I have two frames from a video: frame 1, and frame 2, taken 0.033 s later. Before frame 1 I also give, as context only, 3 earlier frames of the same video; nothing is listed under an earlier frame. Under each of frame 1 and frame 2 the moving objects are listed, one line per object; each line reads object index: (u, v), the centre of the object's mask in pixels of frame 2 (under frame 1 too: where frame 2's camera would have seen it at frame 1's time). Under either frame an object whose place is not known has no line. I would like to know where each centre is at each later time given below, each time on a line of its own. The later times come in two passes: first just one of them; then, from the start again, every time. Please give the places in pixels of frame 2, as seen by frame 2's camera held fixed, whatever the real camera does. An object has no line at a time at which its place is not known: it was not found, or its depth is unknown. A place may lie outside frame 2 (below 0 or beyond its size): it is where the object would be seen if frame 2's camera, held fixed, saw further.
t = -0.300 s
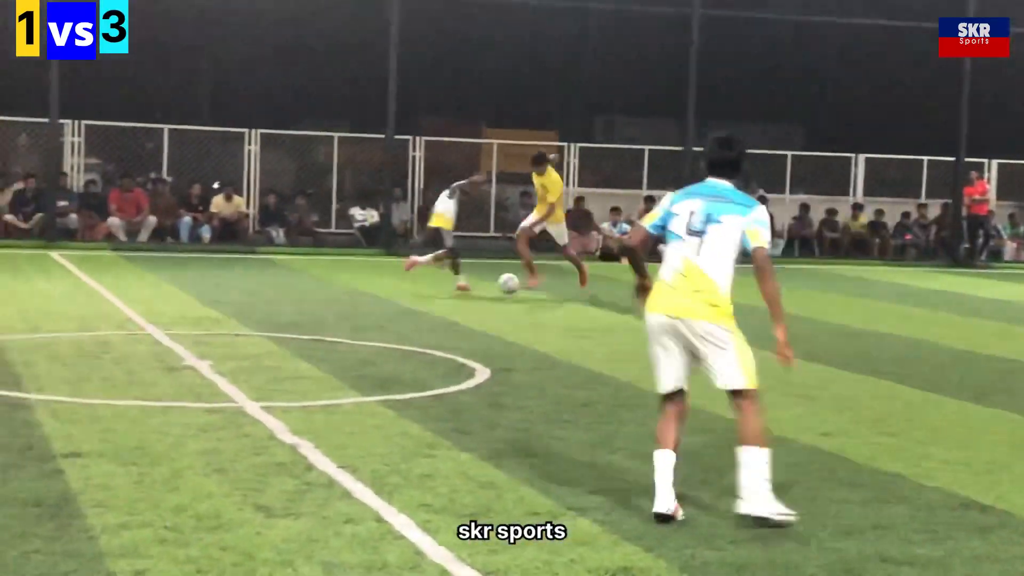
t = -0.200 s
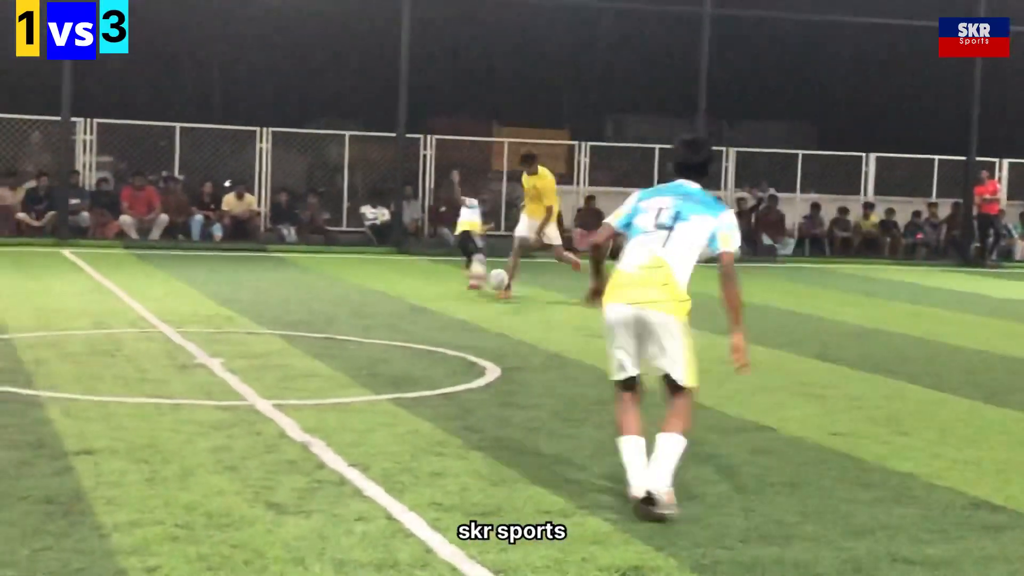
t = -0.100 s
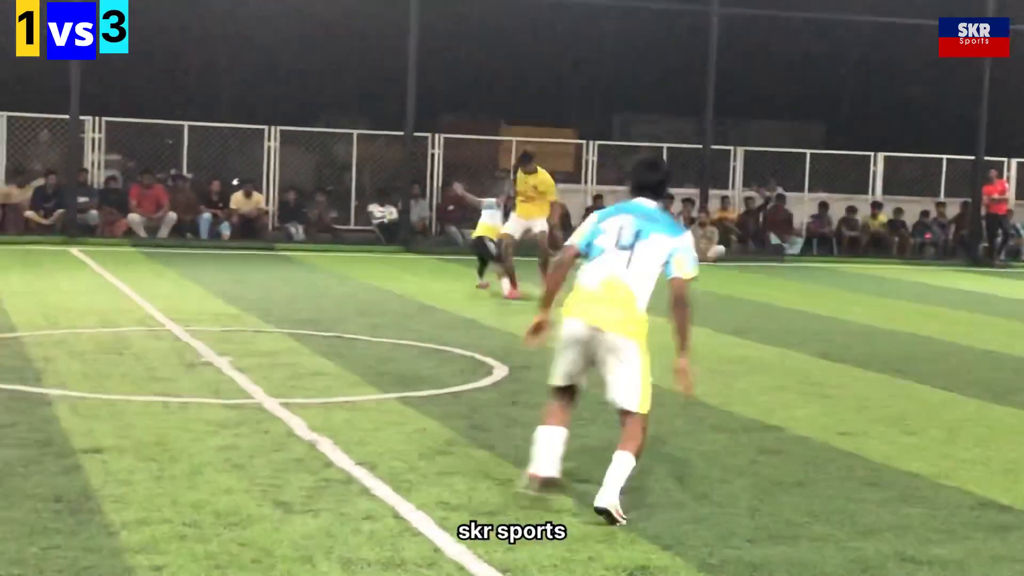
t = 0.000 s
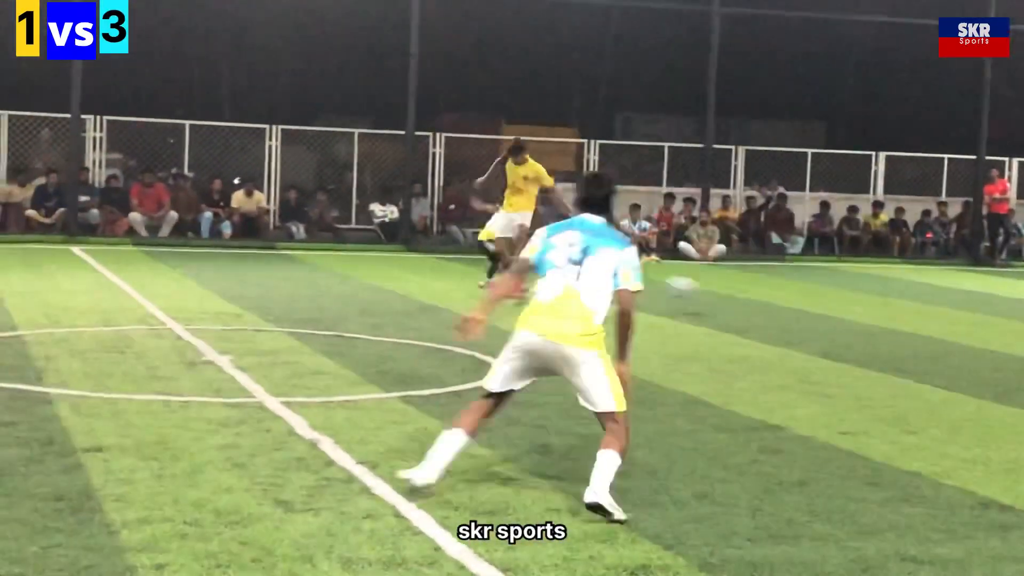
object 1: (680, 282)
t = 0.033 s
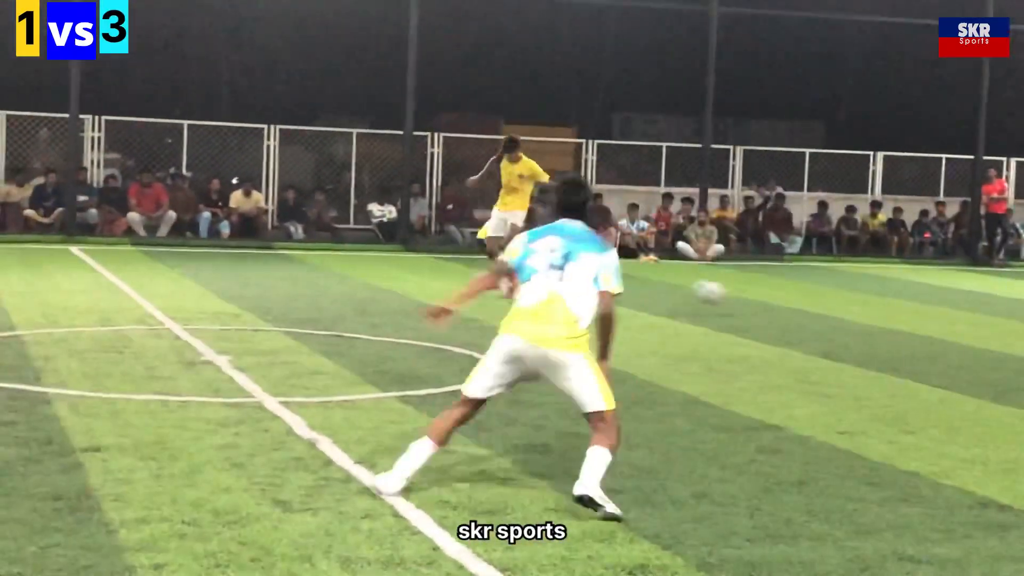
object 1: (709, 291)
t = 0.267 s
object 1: (897, 300)
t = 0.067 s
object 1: (743, 296)
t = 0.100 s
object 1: (771, 306)
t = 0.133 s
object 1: (797, 304)
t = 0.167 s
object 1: (823, 301)
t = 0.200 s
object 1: (848, 300)
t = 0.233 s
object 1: (872, 301)
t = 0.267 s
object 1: (897, 300)
